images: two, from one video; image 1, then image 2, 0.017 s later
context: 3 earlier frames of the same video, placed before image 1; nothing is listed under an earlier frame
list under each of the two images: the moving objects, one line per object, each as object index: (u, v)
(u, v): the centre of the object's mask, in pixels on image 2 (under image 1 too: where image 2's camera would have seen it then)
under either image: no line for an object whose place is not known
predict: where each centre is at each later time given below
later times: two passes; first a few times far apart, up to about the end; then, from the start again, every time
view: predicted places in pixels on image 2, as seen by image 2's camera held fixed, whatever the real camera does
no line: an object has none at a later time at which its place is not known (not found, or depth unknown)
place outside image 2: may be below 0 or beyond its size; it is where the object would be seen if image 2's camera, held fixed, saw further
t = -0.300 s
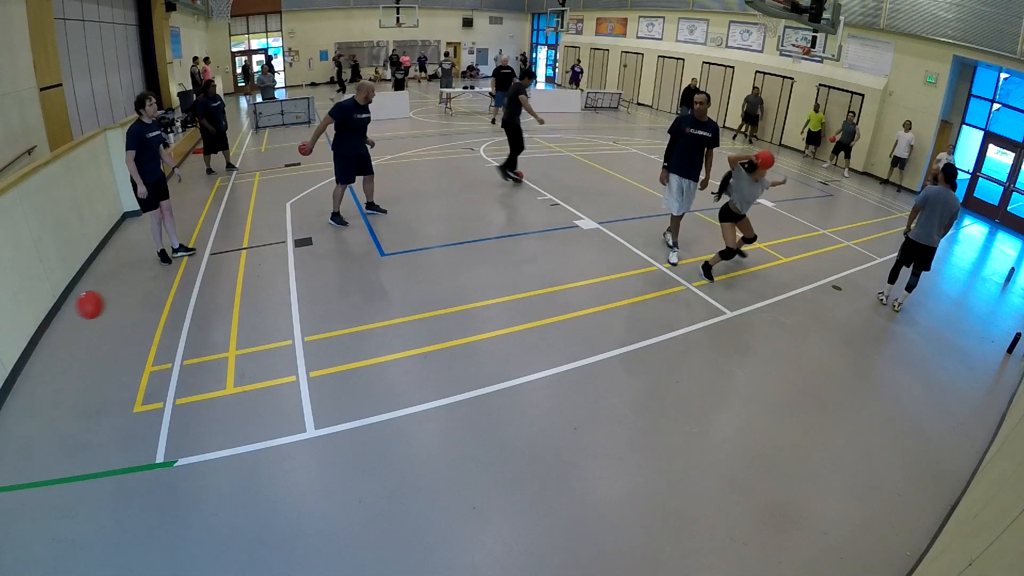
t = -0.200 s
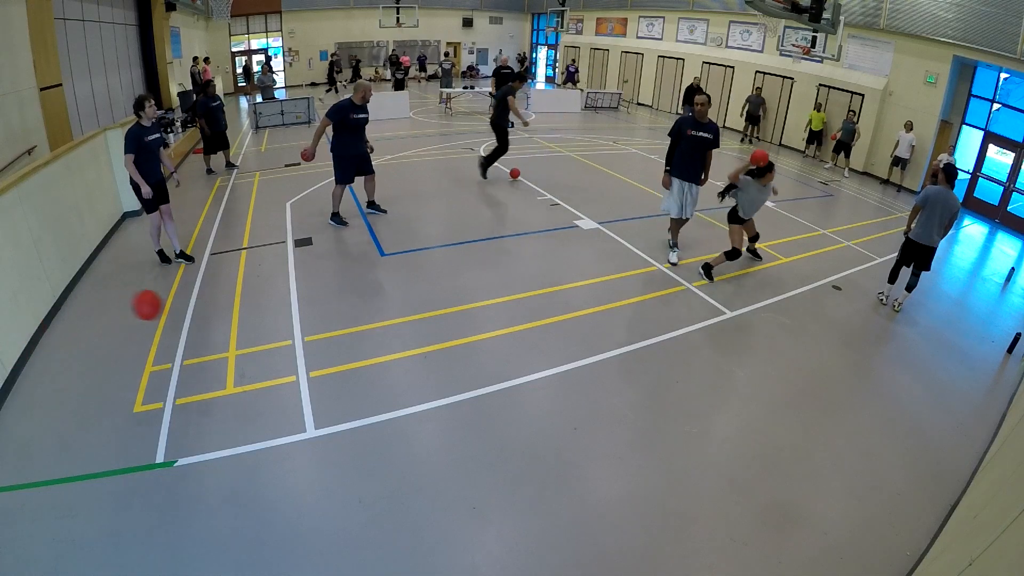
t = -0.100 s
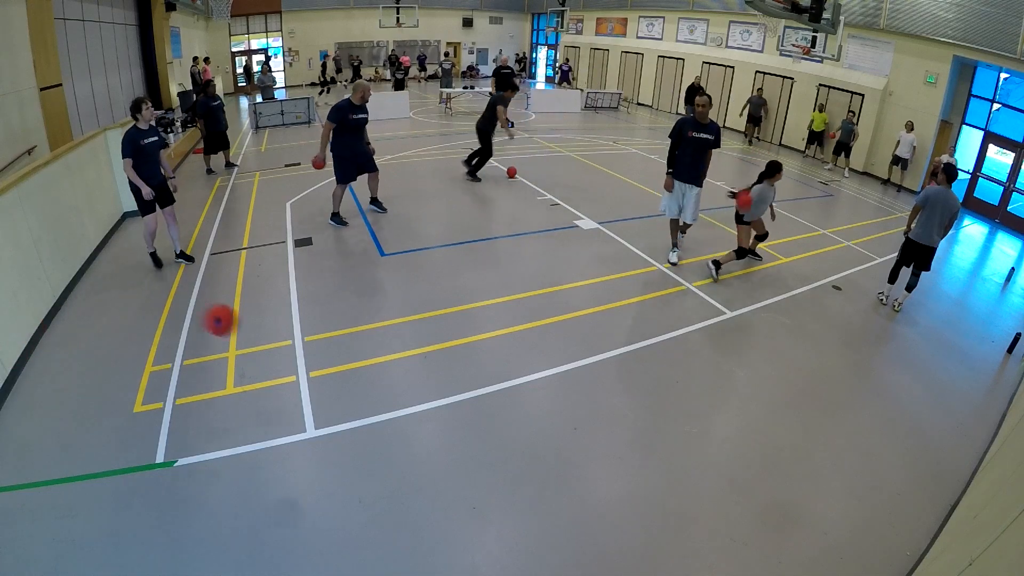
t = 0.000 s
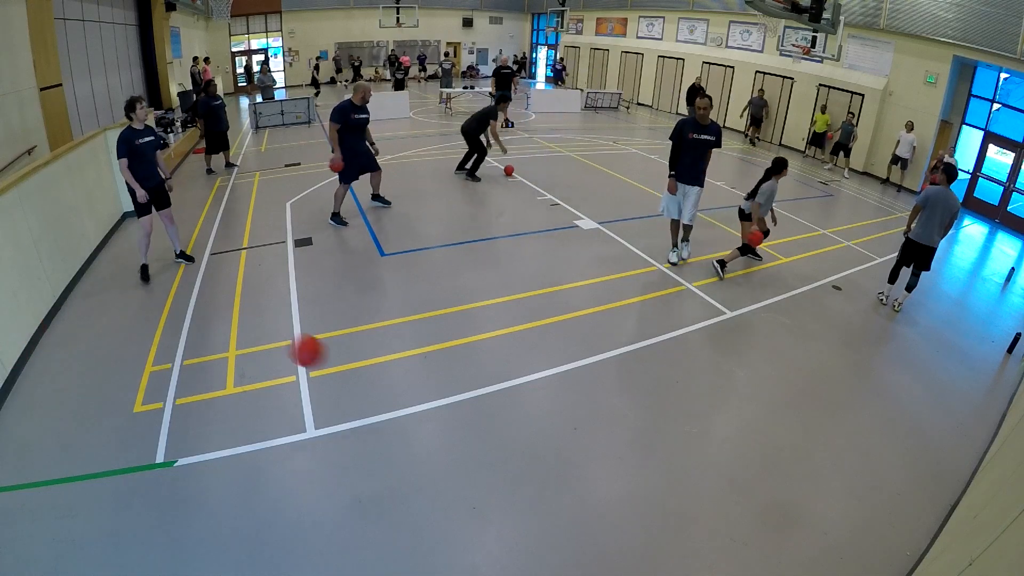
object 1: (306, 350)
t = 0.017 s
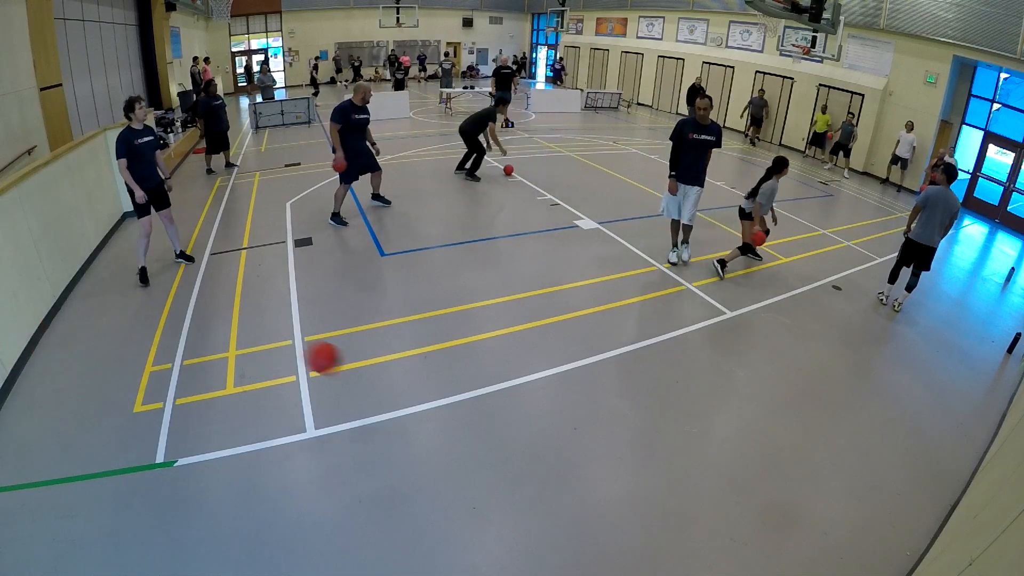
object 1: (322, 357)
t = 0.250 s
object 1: (507, 432)
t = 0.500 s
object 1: (601, 406)
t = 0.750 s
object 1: (674, 455)
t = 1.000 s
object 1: (759, 449)
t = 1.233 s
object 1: (816, 467)
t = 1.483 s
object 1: (872, 473)
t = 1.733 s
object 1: (922, 471)
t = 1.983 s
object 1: (961, 471)
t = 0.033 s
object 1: (338, 363)
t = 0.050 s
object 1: (354, 371)
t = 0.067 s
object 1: (369, 379)
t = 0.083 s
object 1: (384, 386)
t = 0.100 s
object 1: (400, 393)
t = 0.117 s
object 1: (414, 400)
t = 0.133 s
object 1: (432, 410)
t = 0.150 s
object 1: (446, 419)
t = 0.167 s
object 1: (460, 426)
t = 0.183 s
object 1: (475, 435)
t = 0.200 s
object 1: (490, 443)
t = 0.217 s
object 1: (495, 441)
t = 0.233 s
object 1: (501, 436)
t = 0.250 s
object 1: (507, 432)
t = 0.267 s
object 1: (513, 428)
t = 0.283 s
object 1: (519, 425)
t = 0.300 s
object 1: (525, 422)
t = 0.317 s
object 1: (532, 419)
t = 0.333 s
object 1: (538, 416)
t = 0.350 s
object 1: (544, 413)
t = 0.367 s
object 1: (551, 411)
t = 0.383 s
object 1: (557, 409)
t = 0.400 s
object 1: (563, 408)
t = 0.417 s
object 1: (570, 407)
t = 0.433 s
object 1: (576, 406)
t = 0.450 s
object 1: (582, 405)
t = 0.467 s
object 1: (589, 406)
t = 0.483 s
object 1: (595, 406)
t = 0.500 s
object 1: (601, 406)
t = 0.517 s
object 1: (607, 407)
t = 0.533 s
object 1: (613, 409)
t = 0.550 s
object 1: (619, 410)
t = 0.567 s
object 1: (624, 413)
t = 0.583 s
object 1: (630, 415)
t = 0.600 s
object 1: (635, 418)
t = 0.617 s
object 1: (640, 421)
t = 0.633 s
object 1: (645, 424)
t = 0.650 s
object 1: (649, 428)
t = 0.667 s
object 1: (654, 432)
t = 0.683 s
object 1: (658, 436)
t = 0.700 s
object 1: (662, 440)
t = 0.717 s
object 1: (666, 445)
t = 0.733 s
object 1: (670, 450)
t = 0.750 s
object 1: (674, 455)
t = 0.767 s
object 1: (677, 461)
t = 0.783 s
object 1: (679, 466)
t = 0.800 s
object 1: (686, 466)
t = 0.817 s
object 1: (693, 462)
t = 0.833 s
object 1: (700, 459)
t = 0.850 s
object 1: (706, 457)
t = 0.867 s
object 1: (713, 455)
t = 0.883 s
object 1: (719, 453)
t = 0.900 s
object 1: (726, 452)
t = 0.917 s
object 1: (732, 450)
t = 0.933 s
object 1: (738, 450)
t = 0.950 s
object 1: (744, 449)
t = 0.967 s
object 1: (749, 449)
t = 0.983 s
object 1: (754, 449)
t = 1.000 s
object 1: (759, 449)
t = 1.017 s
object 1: (764, 450)
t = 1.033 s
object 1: (769, 451)
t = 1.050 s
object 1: (773, 452)
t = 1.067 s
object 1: (777, 454)
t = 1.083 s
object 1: (781, 456)
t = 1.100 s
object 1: (785, 458)
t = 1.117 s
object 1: (789, 460)
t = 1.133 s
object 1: (792, 463)
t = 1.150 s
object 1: (795, 466)
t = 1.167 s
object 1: (797, 469)
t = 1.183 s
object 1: (800, 472)
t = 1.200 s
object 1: (805, 471)
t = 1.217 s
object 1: (810, 469)
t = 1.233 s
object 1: (816, 467)
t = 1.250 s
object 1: (821, 466)
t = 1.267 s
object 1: (827, 465)
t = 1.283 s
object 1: (831, 464)
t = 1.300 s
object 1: (835, 464)
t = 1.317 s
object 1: (840, 464)
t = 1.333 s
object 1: (844, 464)
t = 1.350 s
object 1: (848, 464)
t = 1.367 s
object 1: (851, 465)
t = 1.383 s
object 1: (854, 466)
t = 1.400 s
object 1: (858, 467)
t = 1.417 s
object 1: (860, 469)
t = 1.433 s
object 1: (863, 470)
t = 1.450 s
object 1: (865, 473)
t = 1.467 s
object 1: (868, 474)
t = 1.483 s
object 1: (872, 473)
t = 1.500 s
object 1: (877, 471)
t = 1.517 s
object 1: (881, 470)
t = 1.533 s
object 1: (885, 469)
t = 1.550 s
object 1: (889, 469)
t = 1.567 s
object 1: (892, 469)
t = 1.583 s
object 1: (896, 469)
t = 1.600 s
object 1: (898, 469)
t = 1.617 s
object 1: (901, 470)
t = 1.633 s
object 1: (904, 471)
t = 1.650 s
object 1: (906, 472)
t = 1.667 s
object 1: (908, 474)
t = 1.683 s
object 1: (911, 473)
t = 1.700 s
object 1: (915, 472)
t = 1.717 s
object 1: (919, 471)
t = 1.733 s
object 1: (922, 471)
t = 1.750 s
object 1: (925, 471)
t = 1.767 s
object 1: (928, 471)
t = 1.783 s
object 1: (930, 471)
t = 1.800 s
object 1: (933, 471)
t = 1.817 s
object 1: (935, 472)
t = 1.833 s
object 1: (937, 472)
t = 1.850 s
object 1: (941, 471)
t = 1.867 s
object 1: (943, 471)
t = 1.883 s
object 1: (946, 471)
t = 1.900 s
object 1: (948, 471)
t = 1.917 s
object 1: (951, 471)
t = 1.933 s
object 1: (953, 472)
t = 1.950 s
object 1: (955, 472)
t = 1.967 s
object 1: (958, 471)
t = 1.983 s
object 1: (961, 471)
